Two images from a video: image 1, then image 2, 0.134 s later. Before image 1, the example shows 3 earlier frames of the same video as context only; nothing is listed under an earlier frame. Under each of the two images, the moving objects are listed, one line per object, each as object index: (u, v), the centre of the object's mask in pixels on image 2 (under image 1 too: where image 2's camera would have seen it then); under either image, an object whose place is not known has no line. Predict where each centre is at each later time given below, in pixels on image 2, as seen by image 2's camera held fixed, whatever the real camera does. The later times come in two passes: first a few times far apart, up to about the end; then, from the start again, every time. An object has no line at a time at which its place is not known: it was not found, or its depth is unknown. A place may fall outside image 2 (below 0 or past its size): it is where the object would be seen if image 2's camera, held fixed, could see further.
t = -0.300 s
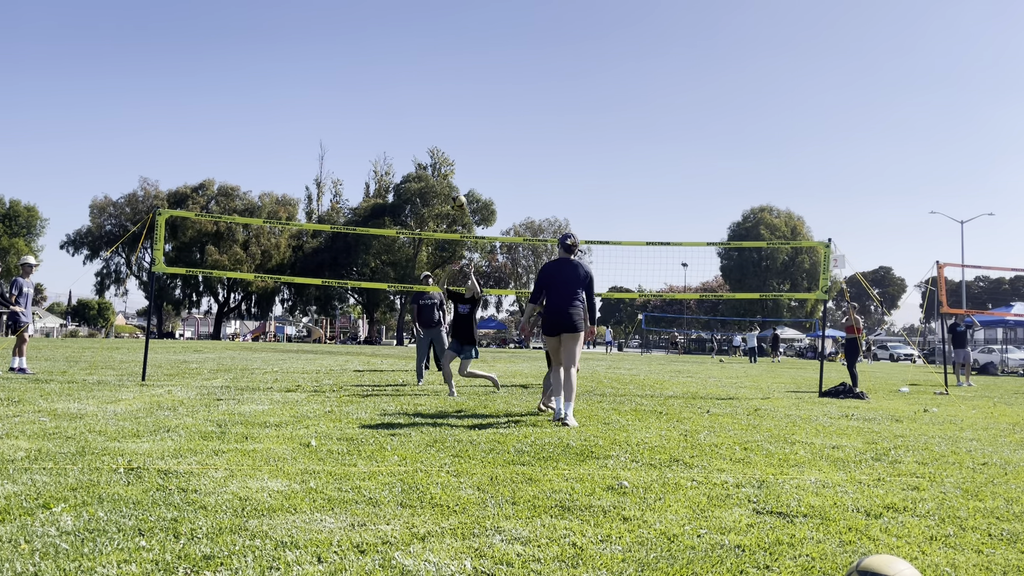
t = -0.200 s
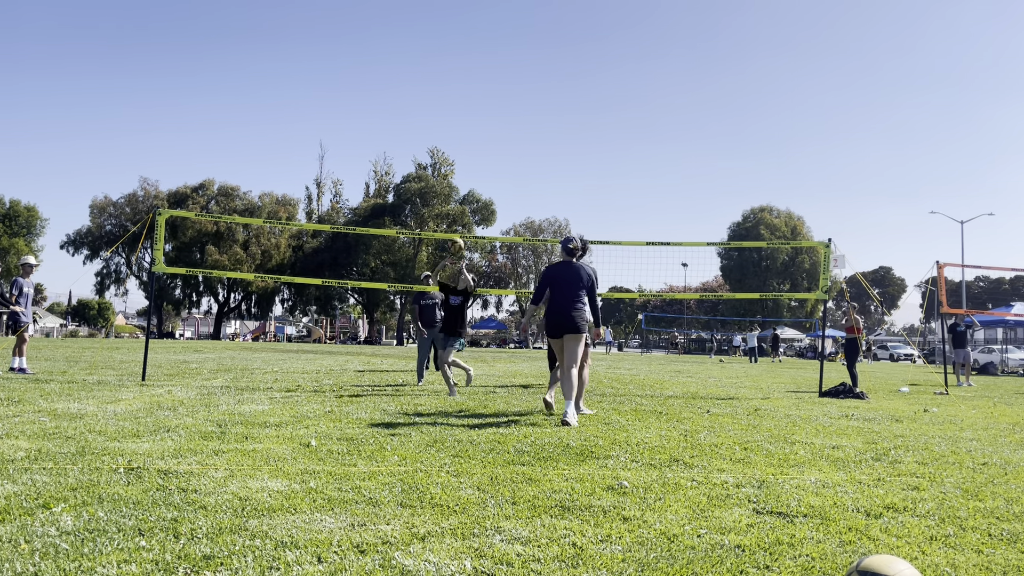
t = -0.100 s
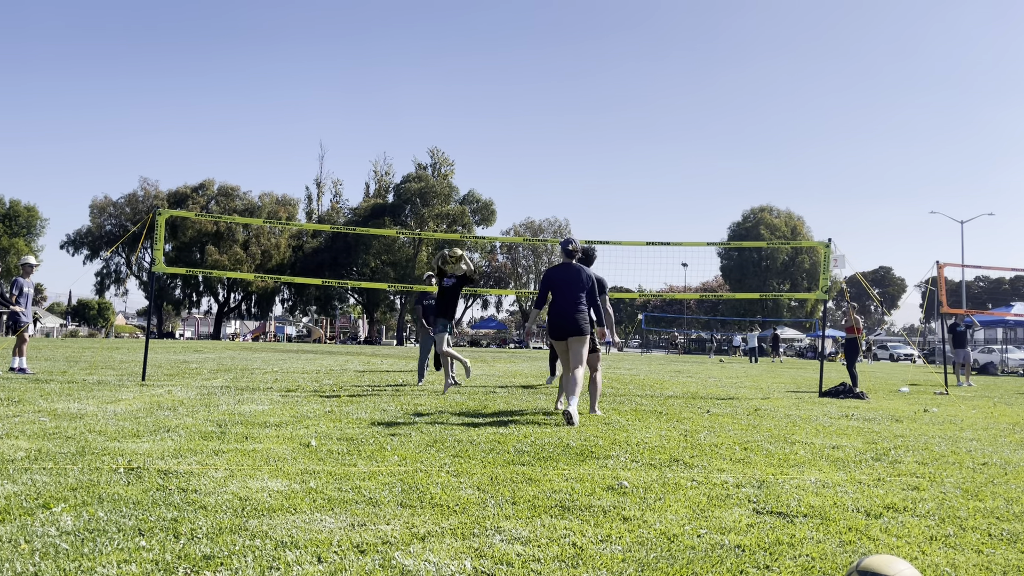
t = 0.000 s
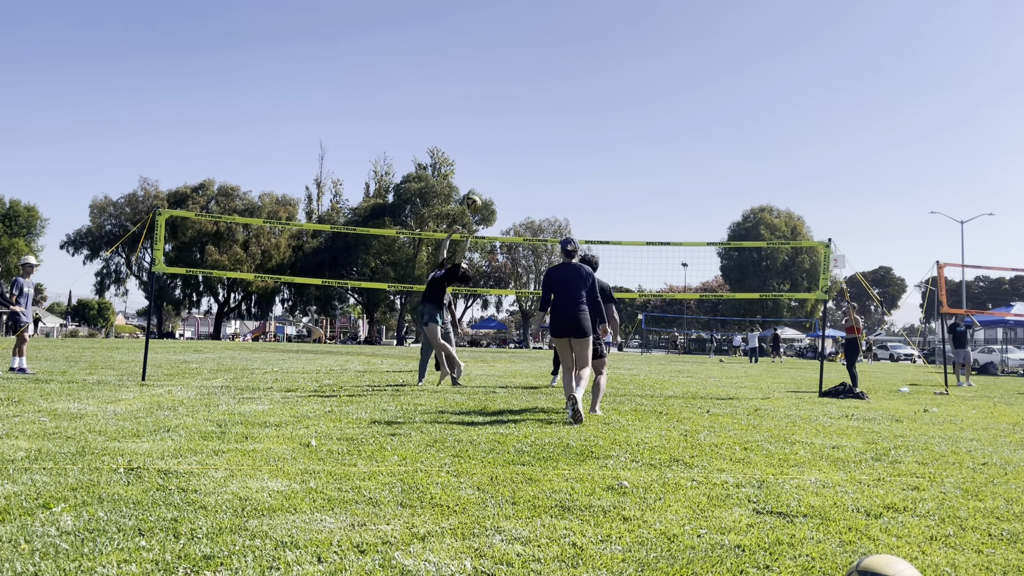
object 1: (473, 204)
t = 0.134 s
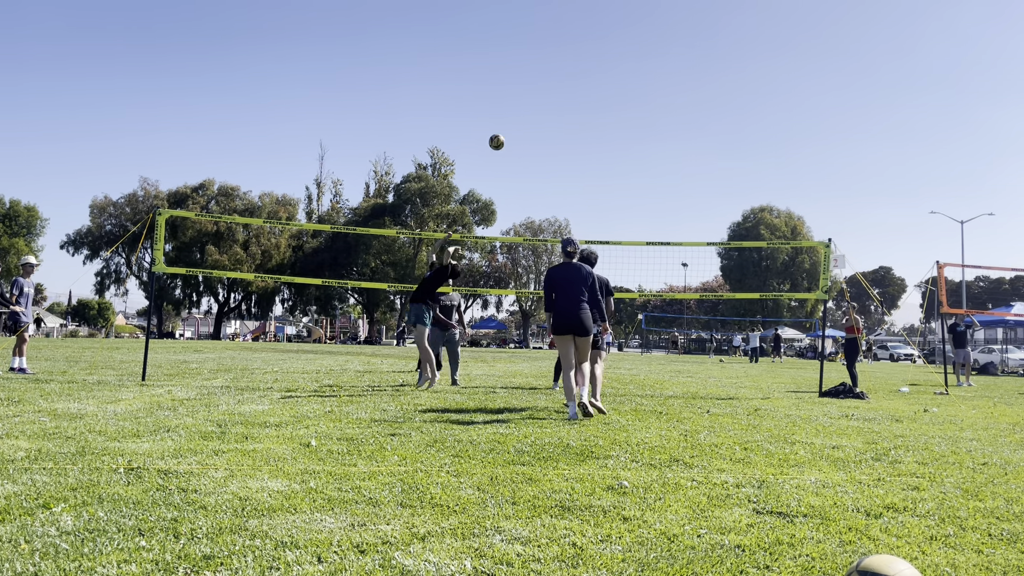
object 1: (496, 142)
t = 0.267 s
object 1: (519, 97)
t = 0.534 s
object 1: (558, 52)
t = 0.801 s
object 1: (592, 59)
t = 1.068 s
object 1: (622, 112)
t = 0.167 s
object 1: (502, 129)
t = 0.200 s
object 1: (508, 118)
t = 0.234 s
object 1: (513, 107)
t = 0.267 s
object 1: (519, 97)
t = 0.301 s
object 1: (524, 89)
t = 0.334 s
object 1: (529, 81)
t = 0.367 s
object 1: (534, 74)
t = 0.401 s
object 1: (539, 68)
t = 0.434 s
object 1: (544, 63)
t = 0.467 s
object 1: (549, 59)
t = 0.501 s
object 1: (553, 55)
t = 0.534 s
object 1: (558, 52)
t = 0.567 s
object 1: (562, 50)
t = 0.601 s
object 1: (567, 49)
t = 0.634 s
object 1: (571, 49)
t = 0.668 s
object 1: (576, 49)
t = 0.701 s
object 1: (580, 51)
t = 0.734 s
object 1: (584, 53)
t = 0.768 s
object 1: (588, 55)
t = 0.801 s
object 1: (592, 59)
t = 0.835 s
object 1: (596, 63)
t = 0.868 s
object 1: (600, 68)
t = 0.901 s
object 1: (604, 73)
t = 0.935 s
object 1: (608, 80)
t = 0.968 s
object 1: (611, 87)
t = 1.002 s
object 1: (615, 94)
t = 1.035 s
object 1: (618, 103)
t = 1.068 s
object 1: (622, 112)
